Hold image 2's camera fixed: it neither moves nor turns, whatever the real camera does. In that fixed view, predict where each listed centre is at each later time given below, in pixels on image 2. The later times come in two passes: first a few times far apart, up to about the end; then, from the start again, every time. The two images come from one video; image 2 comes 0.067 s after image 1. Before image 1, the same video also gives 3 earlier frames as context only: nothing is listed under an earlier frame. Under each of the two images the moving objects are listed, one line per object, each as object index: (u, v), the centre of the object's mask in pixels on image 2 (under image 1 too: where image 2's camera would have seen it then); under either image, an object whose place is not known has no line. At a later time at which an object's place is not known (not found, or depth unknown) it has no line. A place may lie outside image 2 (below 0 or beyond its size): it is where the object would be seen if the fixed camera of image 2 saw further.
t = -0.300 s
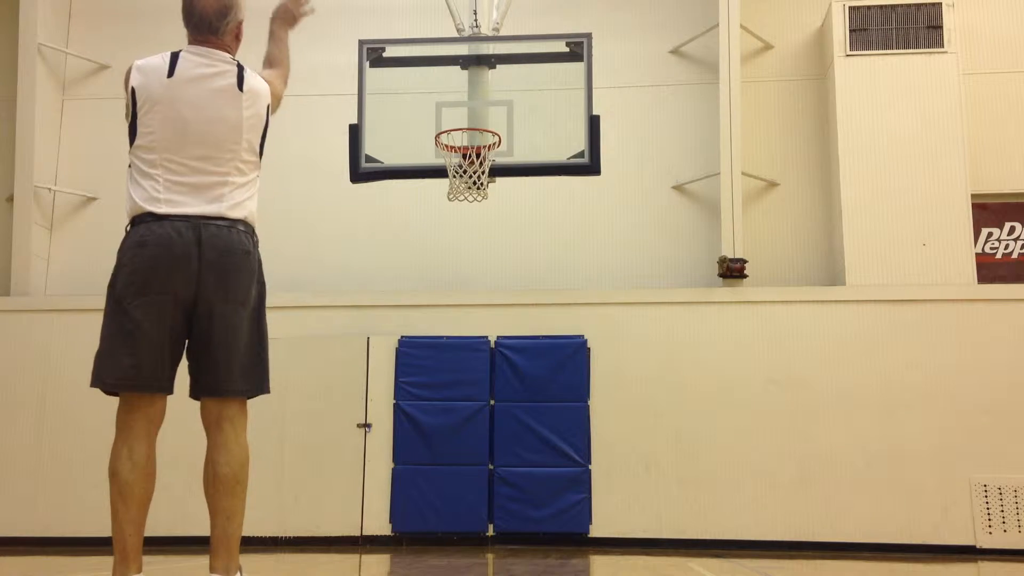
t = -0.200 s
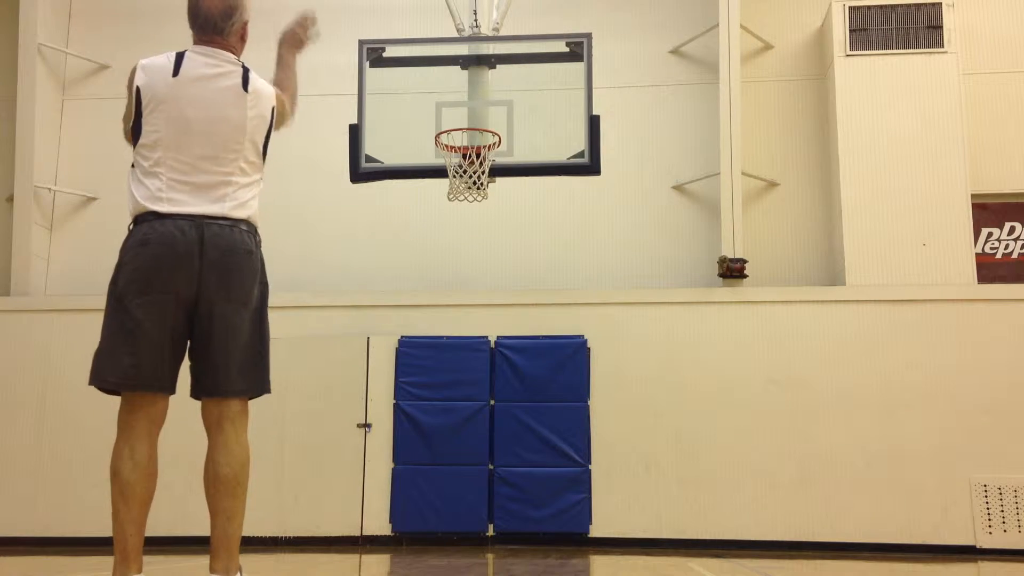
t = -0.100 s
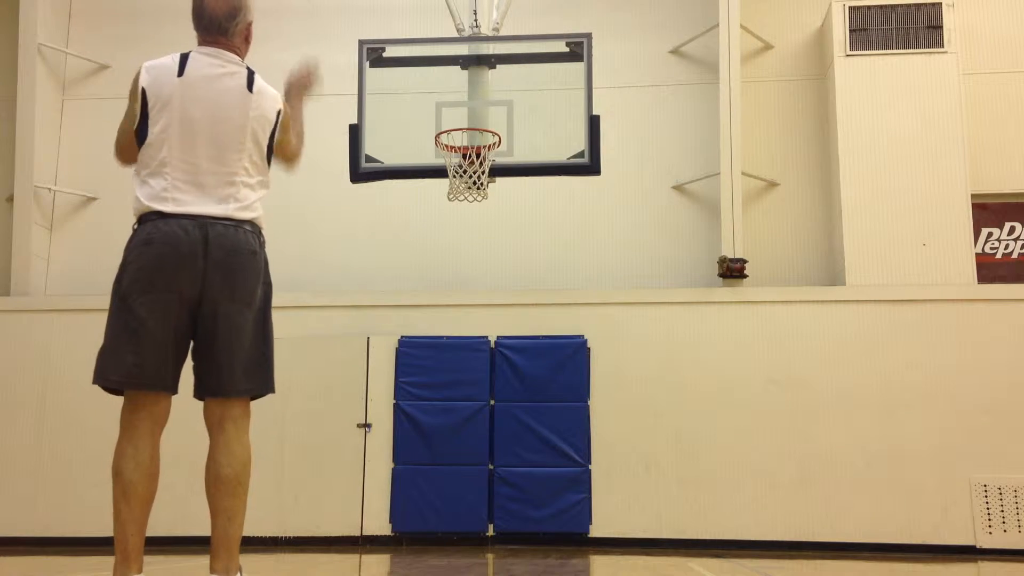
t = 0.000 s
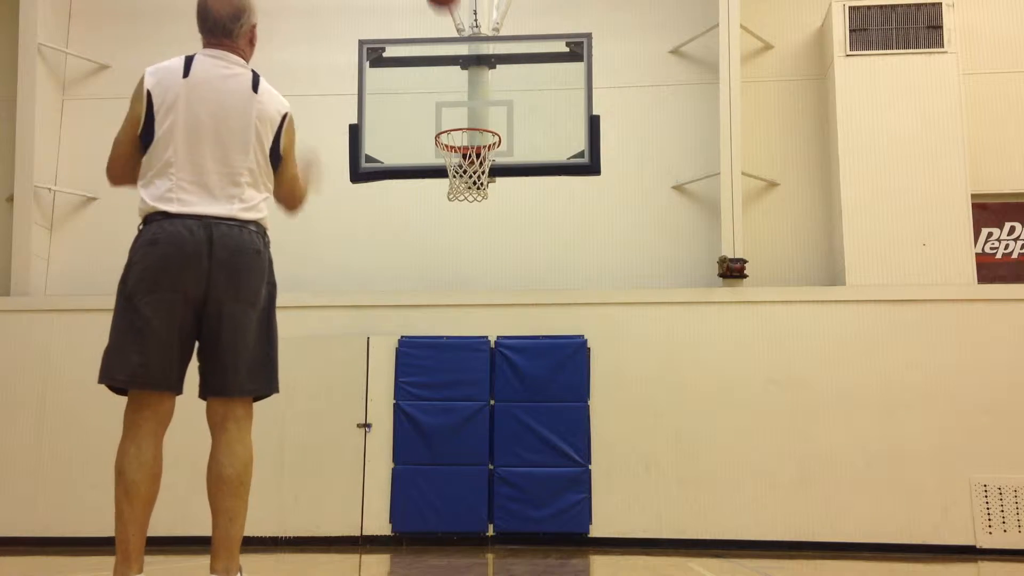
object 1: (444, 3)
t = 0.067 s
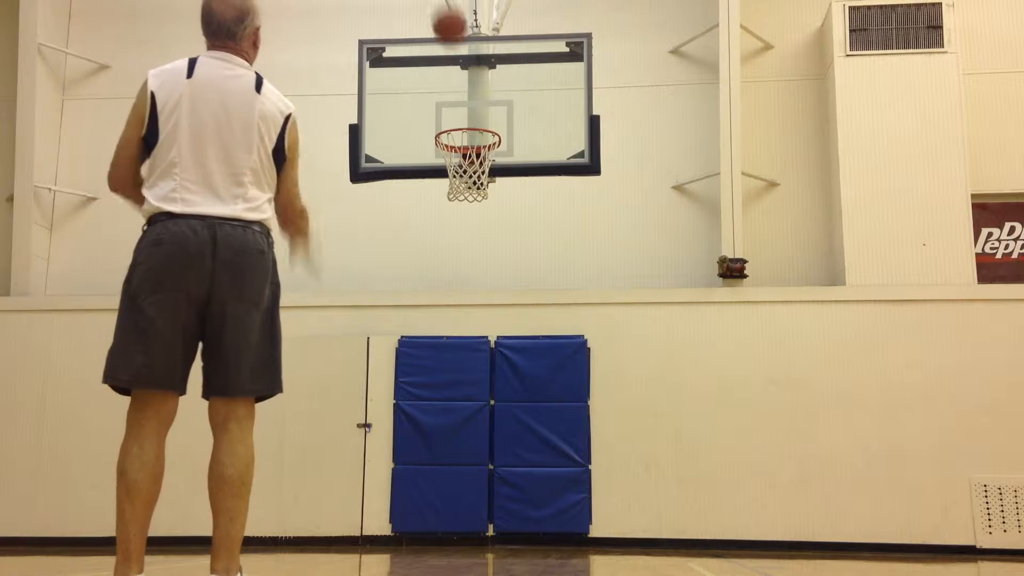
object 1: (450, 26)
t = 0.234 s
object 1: (464, 128)
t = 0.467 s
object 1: (469, 186)
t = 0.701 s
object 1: (468, 197)
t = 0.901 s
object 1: (463, 236)
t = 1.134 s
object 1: (456, 365)
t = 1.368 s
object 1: (447, 508)
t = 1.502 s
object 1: (442, 419)
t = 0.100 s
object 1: (452, 43)
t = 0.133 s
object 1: (456, 63)
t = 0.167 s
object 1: (458, 83)
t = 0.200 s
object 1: (461, 105)
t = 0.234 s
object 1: (464, 128)
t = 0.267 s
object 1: (466, 153)
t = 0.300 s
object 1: (467, 161)
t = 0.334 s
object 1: (476, 185)
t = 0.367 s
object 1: (473, 185)
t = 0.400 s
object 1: (469, 183)
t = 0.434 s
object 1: (469, 184)
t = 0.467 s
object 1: (469, 186)
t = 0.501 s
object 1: (469, 188)
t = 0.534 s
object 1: (470, 192)
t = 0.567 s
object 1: (470, 195)
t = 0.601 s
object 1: (469, 196)
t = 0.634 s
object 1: (470, 197)
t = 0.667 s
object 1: (469, 198)
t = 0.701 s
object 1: (468, 197)
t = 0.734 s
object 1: (468, 198)
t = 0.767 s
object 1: (467, 202)
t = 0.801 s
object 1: (466, 209)
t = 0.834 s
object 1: (465, 216)
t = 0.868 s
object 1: (464, 224)
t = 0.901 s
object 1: (463, 236)
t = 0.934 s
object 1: (462, 249)
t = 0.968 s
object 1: (461, 263)
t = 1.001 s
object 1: (460, 279)
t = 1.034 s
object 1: (459, 297)
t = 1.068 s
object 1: (458, 318)
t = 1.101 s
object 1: (457, 345)
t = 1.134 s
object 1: (456, 365)
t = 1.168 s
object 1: (454, 389)
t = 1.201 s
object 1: (454, 419)
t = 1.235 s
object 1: (452, 450)
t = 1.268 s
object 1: (450, 482)
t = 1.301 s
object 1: (449, 519)
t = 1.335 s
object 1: (447, 533)
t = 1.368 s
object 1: (447, 508)
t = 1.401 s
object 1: (445, 484)
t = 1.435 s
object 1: (445, 459)
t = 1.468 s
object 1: (443, 438)
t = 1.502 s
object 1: (442, 419)
